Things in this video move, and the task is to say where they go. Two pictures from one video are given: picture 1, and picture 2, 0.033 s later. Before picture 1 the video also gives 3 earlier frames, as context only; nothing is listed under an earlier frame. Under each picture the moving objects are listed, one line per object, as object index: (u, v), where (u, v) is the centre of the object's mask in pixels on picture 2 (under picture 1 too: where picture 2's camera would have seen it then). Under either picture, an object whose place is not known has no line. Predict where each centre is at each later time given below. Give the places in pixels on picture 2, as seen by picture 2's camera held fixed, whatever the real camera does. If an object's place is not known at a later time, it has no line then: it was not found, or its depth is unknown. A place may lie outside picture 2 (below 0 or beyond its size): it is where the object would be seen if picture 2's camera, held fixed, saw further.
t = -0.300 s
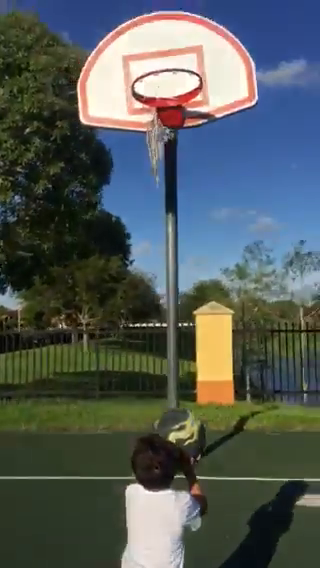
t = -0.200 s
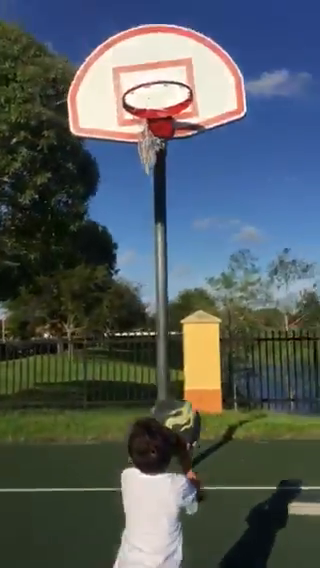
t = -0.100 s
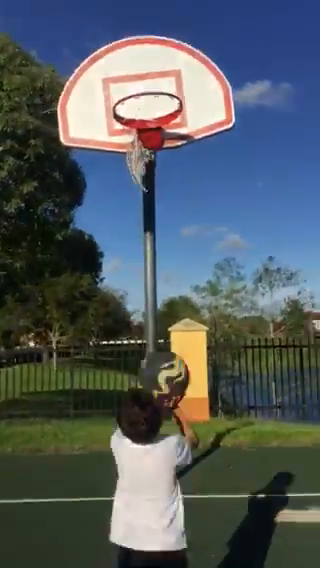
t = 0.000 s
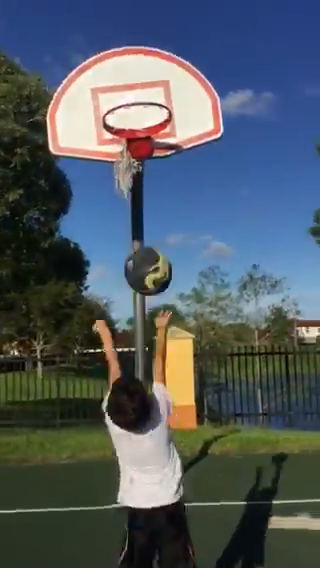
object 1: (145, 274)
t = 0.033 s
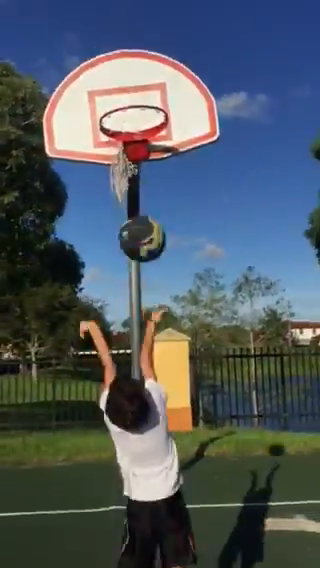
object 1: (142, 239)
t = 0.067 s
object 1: (140, 208)
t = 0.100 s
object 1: (136, 181)
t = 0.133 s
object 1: (134, 157)
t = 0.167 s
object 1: (133, 139)
